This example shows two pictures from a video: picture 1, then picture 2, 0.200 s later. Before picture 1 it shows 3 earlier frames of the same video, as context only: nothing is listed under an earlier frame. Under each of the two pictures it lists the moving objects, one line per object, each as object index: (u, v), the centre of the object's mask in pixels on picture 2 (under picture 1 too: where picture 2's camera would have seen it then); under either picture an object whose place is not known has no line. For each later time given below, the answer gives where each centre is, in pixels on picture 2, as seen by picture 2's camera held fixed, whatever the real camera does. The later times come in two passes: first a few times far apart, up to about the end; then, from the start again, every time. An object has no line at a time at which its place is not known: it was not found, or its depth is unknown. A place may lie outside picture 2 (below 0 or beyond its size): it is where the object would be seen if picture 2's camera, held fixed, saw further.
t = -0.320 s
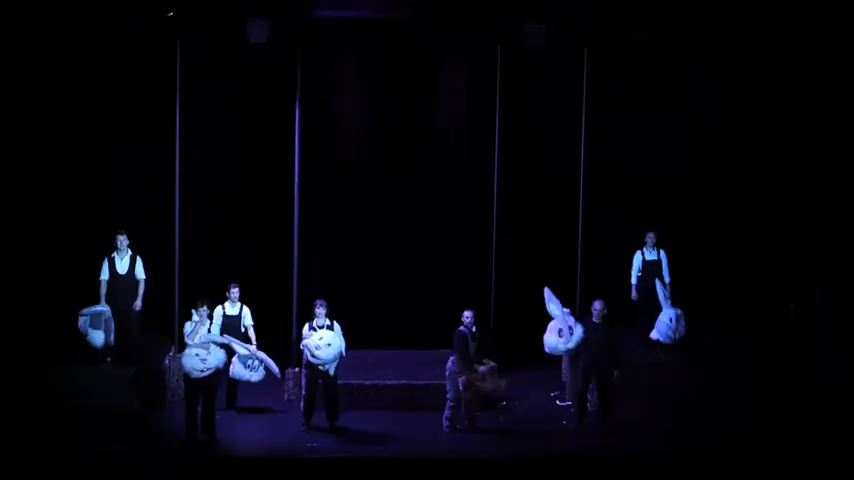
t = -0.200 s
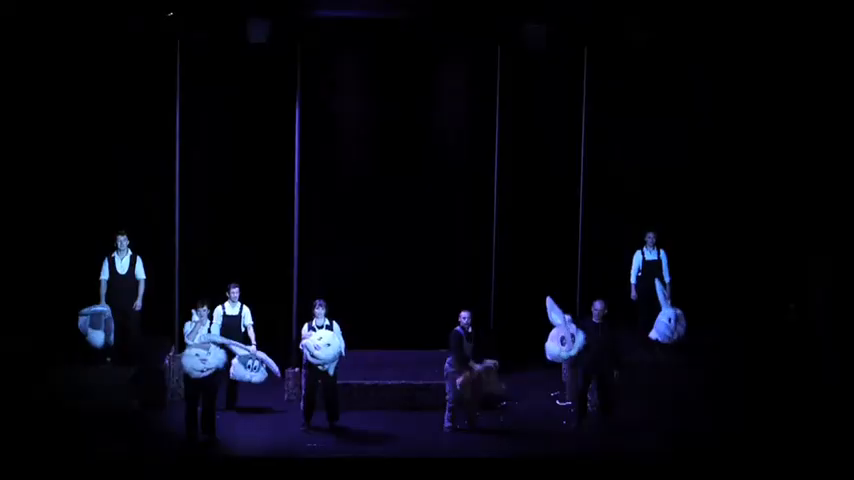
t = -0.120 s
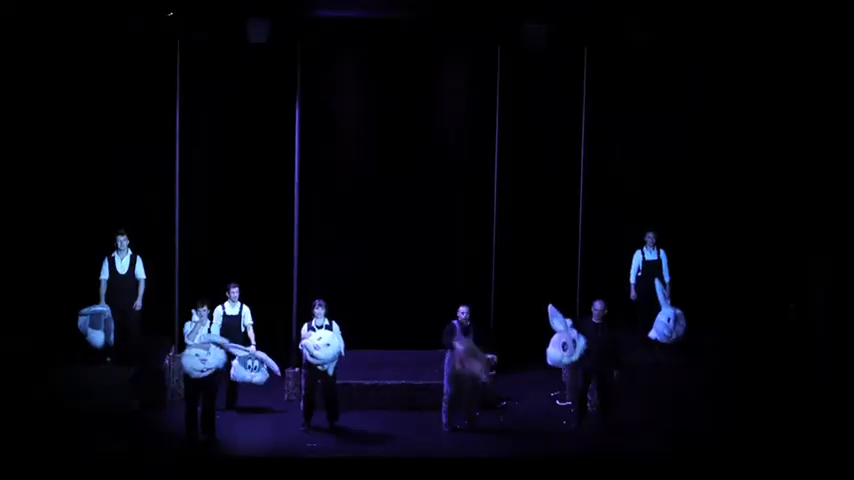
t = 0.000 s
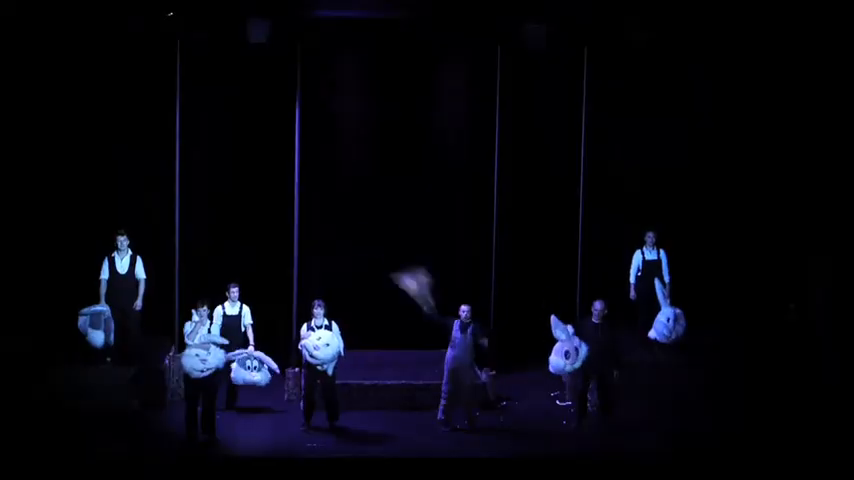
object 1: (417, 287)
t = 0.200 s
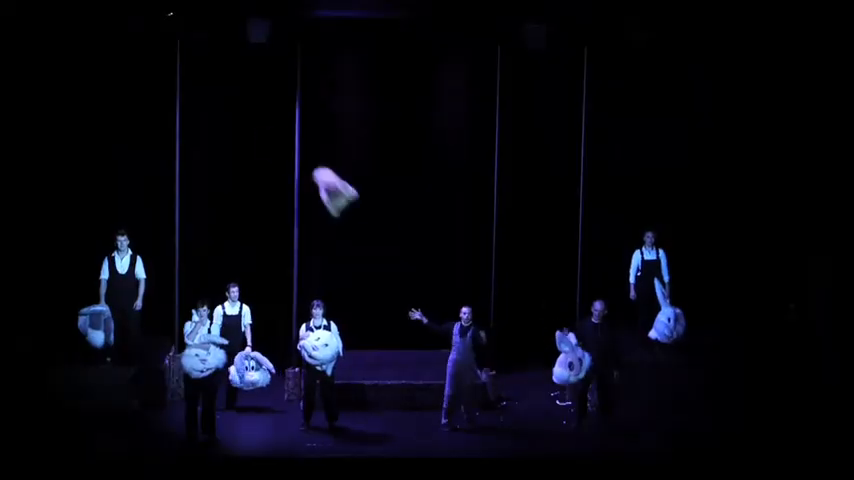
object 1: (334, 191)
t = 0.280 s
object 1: (305, 165)
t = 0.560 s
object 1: (216, 122)
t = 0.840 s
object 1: (151, 138)
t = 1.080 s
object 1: (118, 179)
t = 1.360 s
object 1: (76, 253)
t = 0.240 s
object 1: (321, 179)
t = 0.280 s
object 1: (305, 165)
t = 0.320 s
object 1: (292, 154)
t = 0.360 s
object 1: (279, 147)
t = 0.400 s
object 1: (267, 139)
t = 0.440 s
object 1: (254, 133)
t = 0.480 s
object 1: (241, 127)
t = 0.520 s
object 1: (227, 124)
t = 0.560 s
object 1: (216, 122)
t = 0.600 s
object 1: (205, 120)
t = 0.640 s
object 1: (195, 118)
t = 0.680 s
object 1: (186, 118)
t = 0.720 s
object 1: (177, 120)
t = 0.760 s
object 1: (168, 126)
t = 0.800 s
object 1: (160, 131)
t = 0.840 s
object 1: (151, 138)
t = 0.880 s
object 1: (144, 143)
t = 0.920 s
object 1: (137, 148)
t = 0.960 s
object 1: (132, 154)
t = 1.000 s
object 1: (127, 161)
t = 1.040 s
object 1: (124, 169)
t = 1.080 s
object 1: (118, 179)
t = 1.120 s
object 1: (112, 189)
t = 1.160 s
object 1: (105, 199)
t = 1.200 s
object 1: (98, 211)
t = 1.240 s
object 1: (92, 222)
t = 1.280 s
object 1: (87, 232)
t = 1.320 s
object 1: (84, 242)
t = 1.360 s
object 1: (76, 253)
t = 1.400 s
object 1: (71, 264)
